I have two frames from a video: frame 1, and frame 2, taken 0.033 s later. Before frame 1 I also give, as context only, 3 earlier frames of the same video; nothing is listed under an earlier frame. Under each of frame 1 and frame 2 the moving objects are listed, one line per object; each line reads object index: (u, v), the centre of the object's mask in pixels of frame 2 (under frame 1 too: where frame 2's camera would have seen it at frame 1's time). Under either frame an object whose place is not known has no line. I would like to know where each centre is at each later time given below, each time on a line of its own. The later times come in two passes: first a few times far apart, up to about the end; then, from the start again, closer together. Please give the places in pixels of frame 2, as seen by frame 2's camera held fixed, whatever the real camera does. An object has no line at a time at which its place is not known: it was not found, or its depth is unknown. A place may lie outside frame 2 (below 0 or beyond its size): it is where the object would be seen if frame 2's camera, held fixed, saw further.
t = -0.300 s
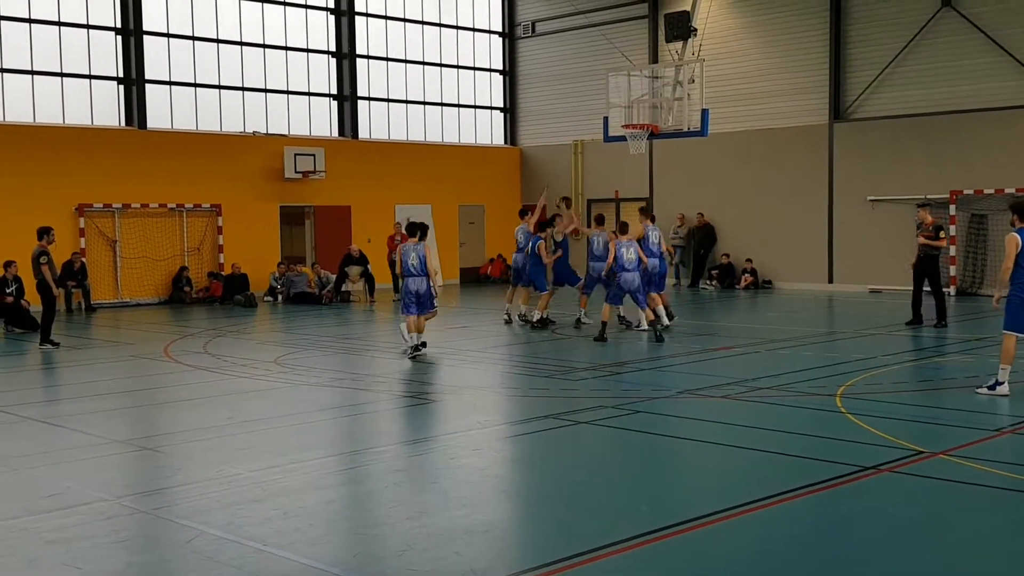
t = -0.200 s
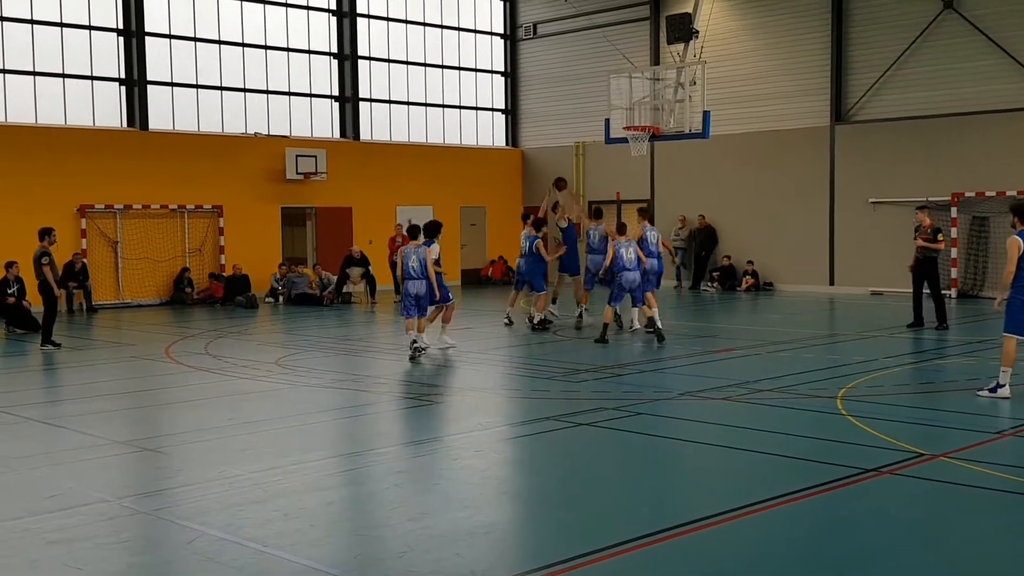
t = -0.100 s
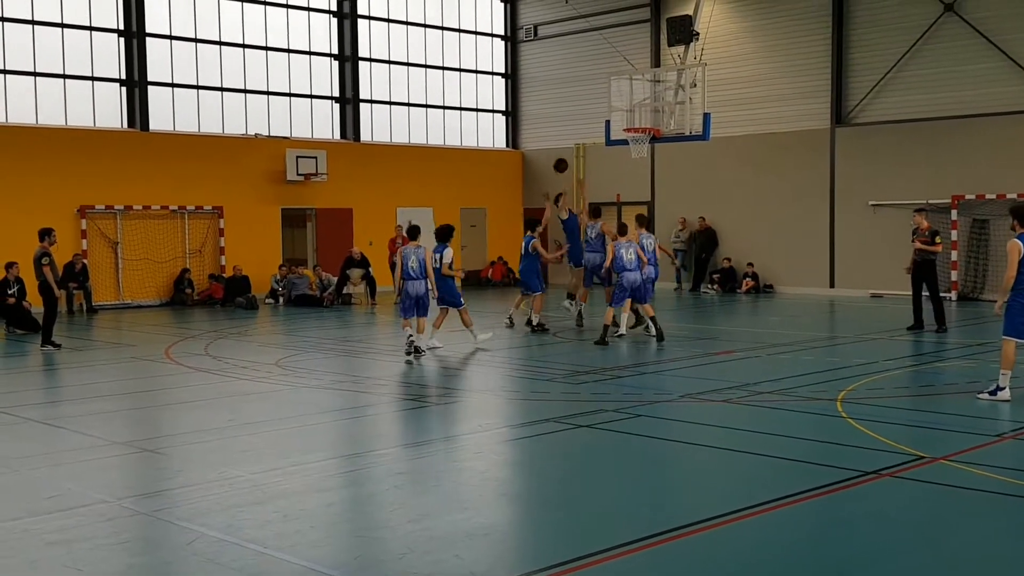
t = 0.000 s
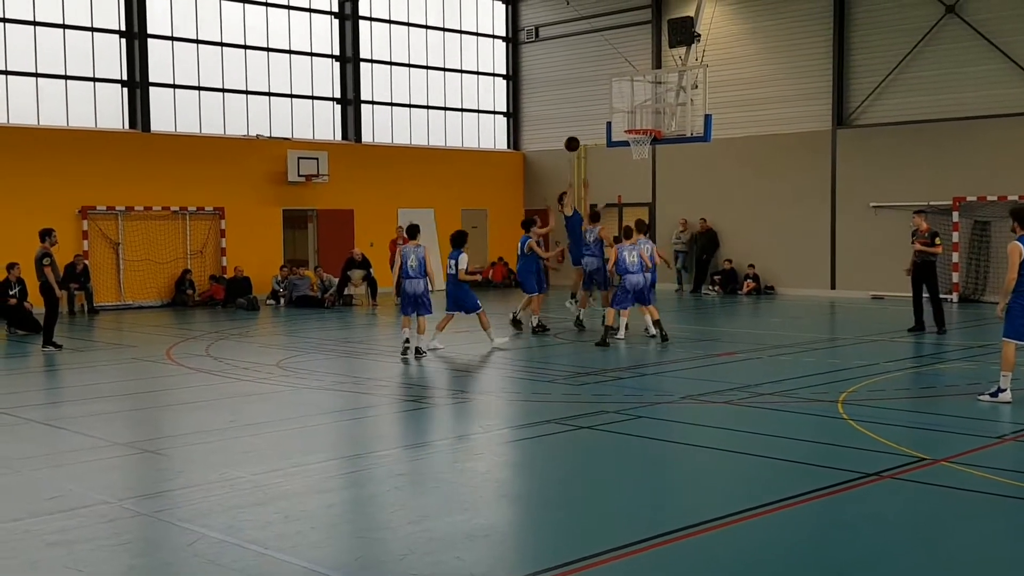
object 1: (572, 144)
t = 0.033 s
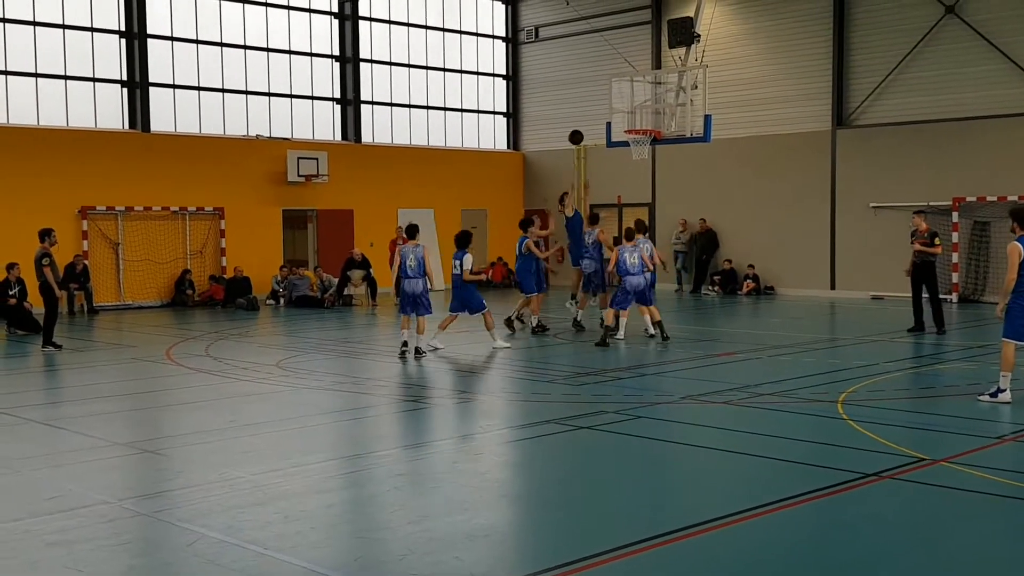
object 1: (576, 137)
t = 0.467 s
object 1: (633, 110)
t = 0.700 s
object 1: (655, 119)
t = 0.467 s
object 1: (633, 110)
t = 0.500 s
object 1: (638, 113)
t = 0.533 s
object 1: (642, 117)
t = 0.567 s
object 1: (647, 121)
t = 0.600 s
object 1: (649, 120)
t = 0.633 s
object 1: (651, 119)
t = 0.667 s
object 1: (654, 118)
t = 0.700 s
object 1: (655, 119)
